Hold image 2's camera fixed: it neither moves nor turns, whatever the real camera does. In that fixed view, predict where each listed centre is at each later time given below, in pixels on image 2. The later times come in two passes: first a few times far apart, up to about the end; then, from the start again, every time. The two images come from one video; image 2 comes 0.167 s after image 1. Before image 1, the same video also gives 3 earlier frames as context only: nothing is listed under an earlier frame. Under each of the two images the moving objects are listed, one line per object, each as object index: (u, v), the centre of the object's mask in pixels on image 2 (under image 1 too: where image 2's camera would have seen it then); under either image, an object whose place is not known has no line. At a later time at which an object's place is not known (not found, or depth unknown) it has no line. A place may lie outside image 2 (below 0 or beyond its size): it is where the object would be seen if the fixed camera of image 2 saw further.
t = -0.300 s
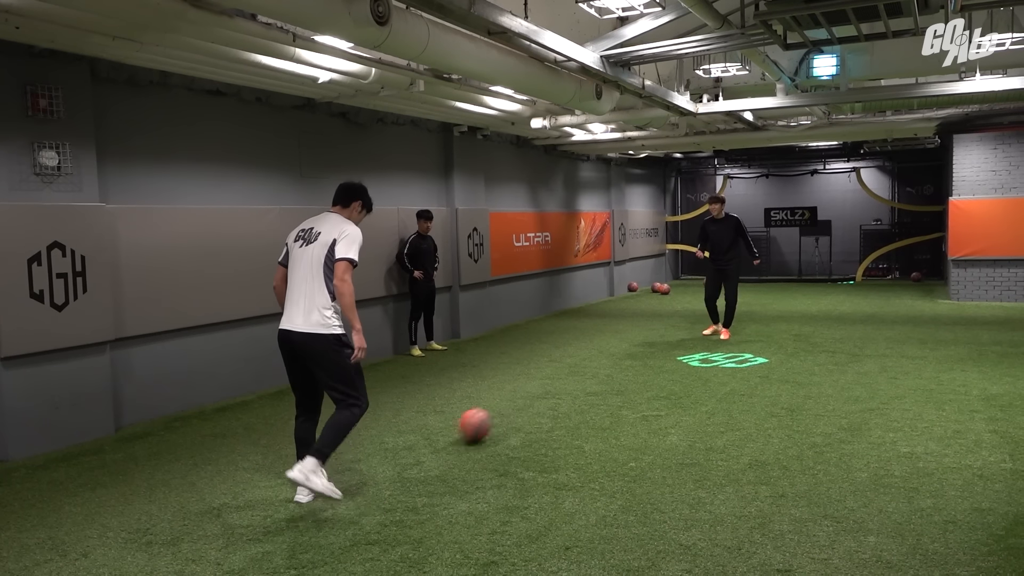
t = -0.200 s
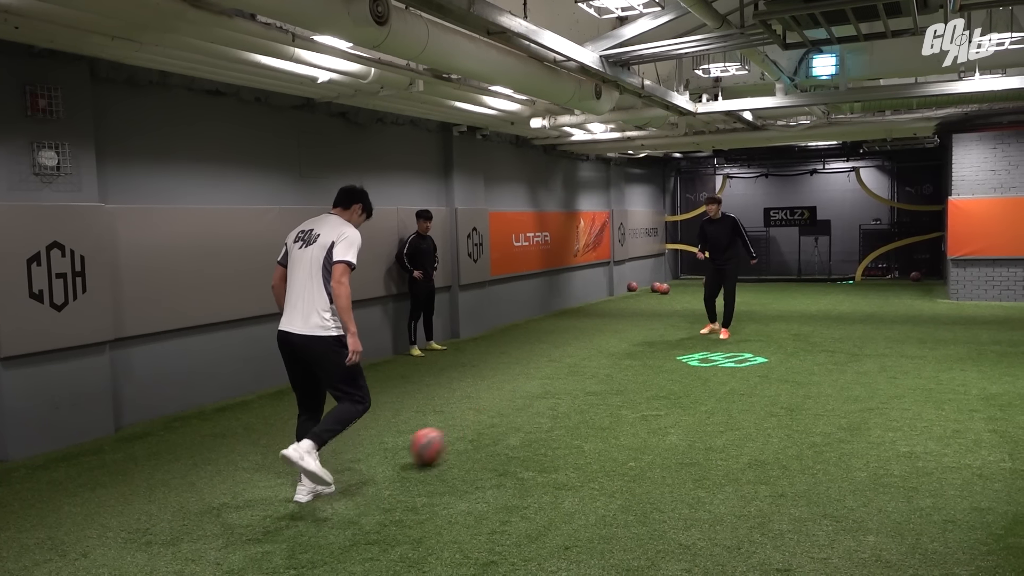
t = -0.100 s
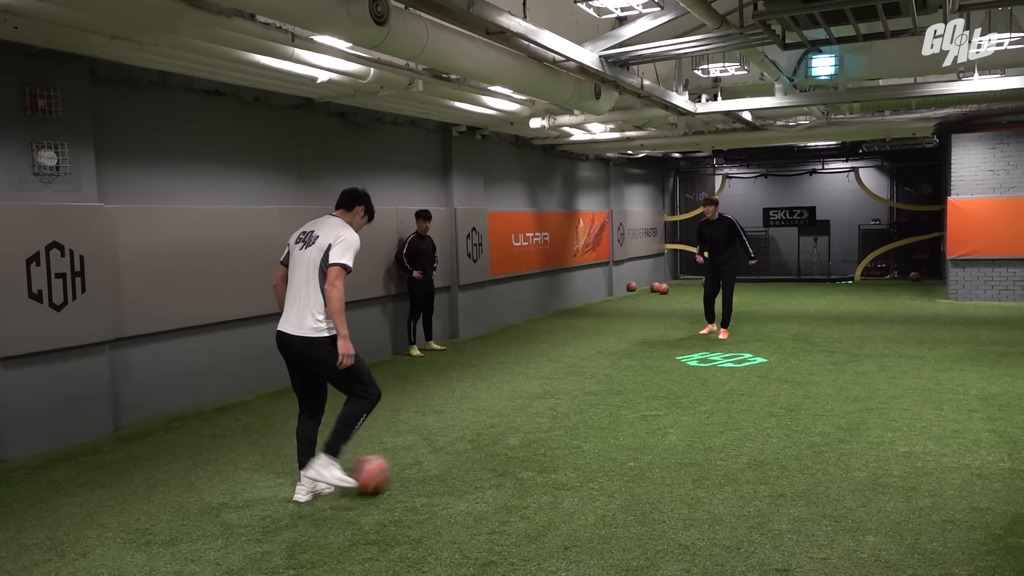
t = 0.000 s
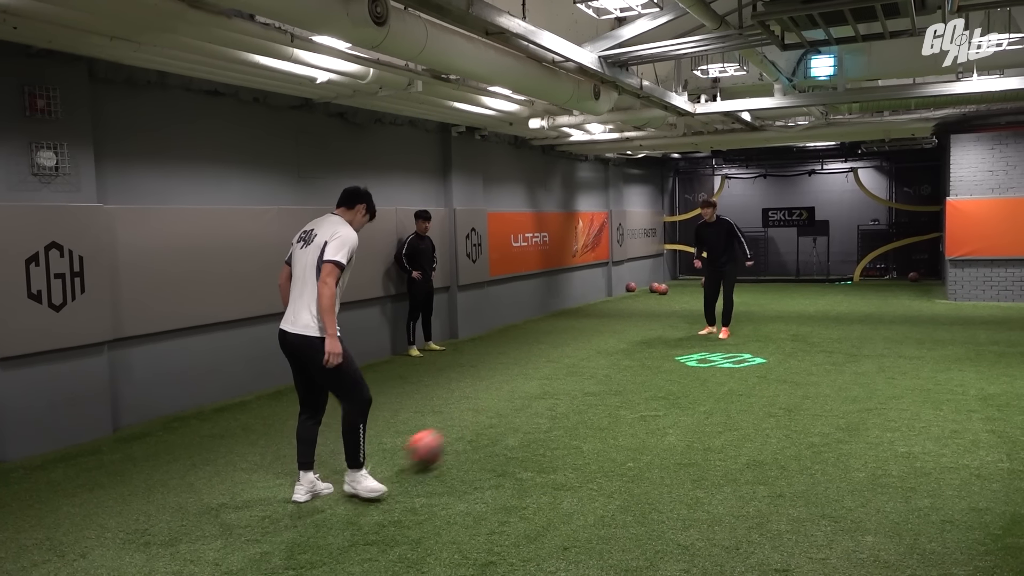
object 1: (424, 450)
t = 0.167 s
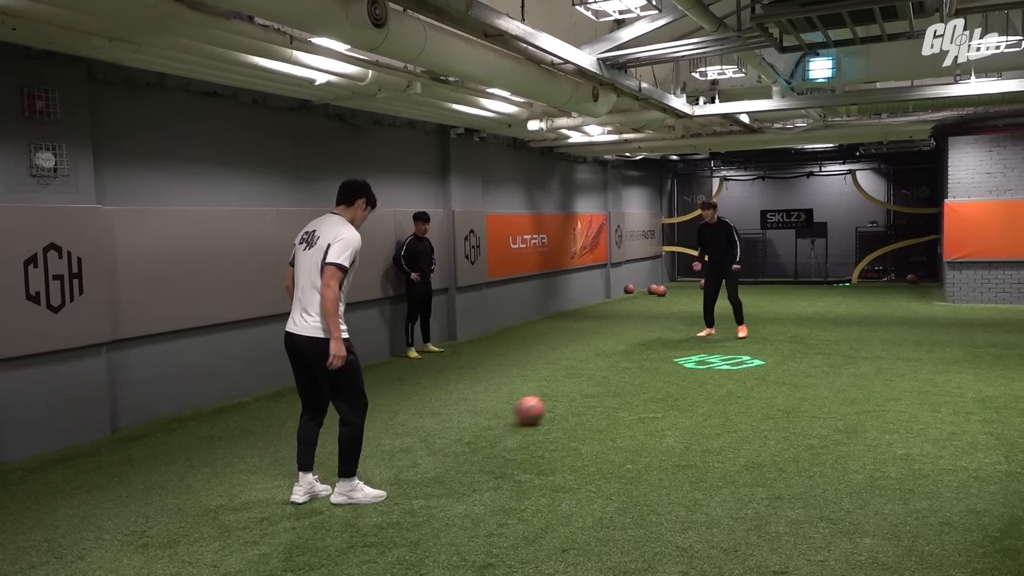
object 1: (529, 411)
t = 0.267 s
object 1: (569, 390)
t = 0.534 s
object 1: (643, 365)
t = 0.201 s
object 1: (544, 404)
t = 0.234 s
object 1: (557, 396)
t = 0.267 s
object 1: (569, 390)
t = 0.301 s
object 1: (581, 386)
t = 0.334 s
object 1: (592, 384)
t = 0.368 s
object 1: (602, 380)
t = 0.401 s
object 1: (611, 374)
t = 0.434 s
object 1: (619, 370)
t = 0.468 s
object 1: (628, 367)
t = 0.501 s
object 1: (635, 365)
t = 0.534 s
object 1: (643, 365)
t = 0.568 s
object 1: (649, 362)
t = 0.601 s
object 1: (655, 357)
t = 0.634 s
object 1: (661, 354)
